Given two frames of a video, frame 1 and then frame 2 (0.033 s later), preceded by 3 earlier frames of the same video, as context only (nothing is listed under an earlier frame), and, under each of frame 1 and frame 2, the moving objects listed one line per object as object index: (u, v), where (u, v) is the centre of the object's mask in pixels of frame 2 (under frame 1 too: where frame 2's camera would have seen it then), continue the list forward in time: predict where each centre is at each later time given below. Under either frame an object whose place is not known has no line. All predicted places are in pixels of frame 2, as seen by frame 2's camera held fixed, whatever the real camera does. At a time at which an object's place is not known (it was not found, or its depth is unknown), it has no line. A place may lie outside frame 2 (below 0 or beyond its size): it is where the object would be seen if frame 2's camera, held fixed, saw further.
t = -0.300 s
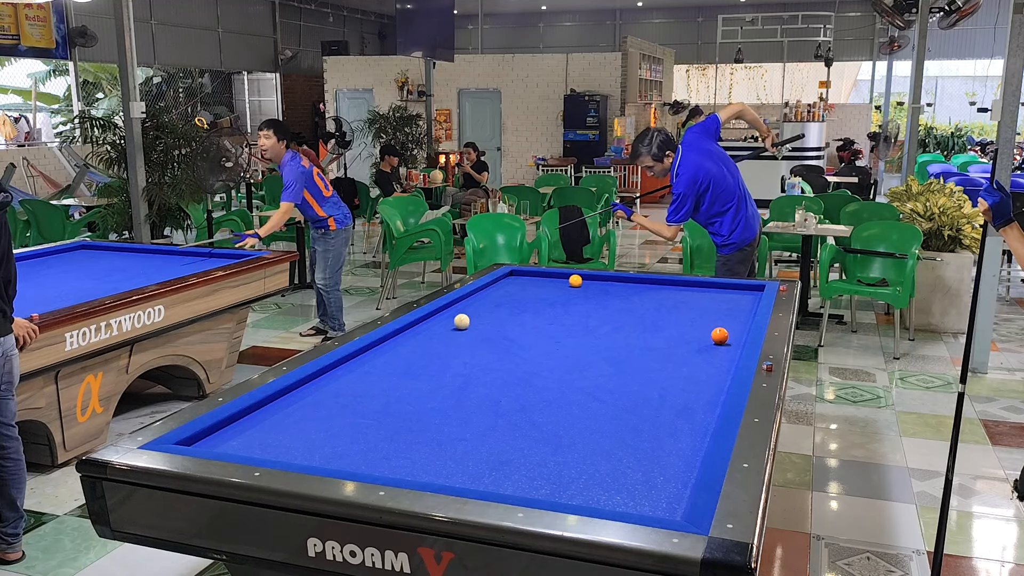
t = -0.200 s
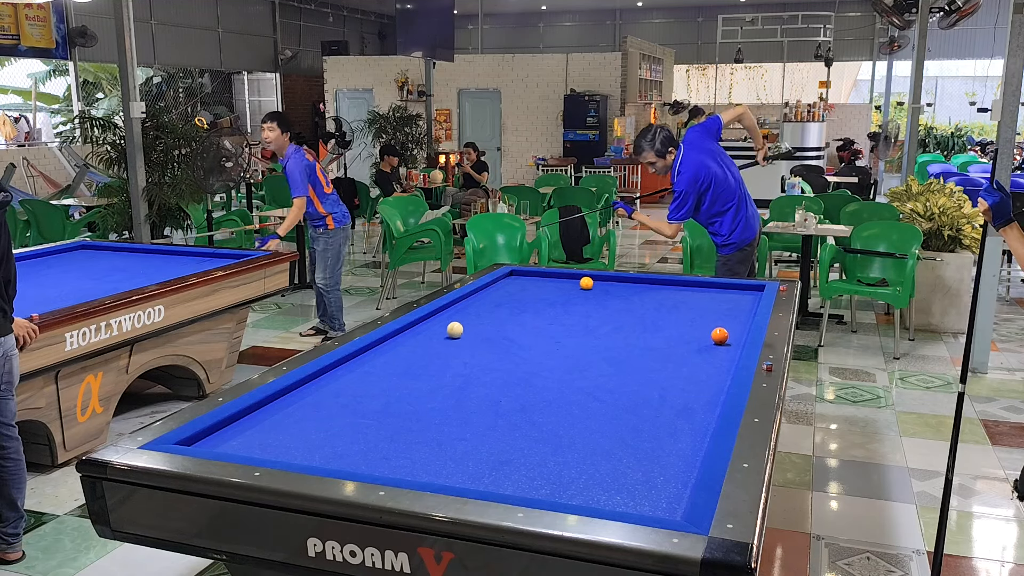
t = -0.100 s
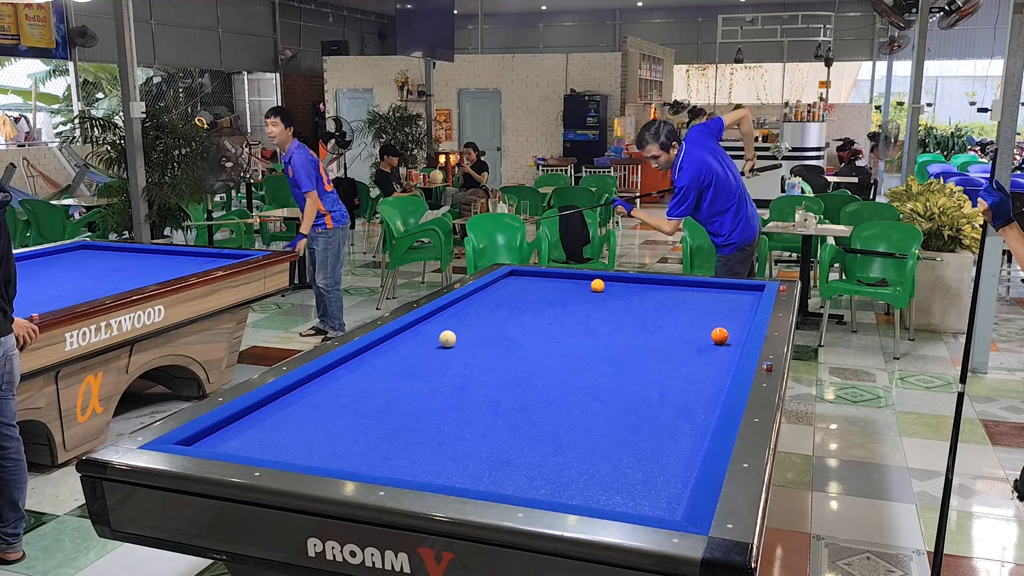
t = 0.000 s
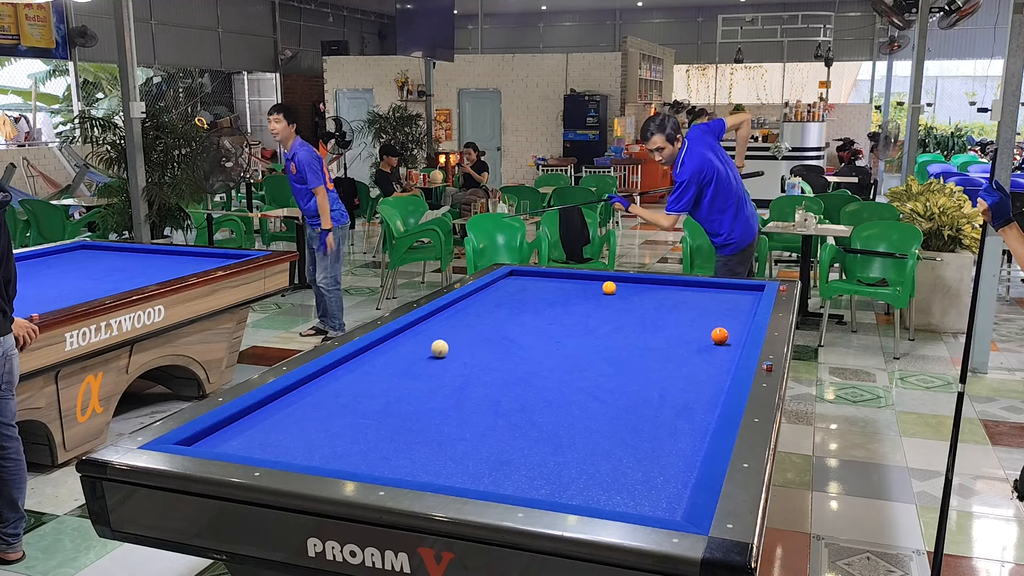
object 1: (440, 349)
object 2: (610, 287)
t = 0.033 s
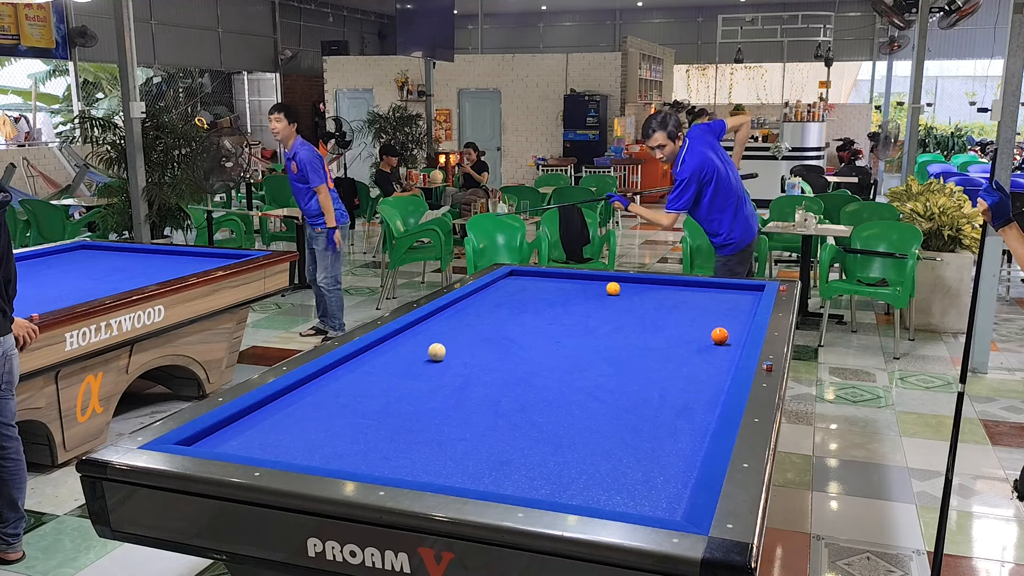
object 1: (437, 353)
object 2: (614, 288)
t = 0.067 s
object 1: (434, 356)
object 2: (618, 289)
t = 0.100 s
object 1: (431, 360)
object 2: (622, 290)
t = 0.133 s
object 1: (428, 363)
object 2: (626, 291)
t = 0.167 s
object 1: (425, 367)
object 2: (630, 292)
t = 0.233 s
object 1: (418, 375)
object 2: (638, 293)
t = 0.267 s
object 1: (415, 379)
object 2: (641, 294)
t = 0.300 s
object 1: (411, 384)
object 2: (646, 295)
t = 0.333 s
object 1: (408, 388)
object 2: (649, 296)
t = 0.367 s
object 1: (404, 393)
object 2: (654, 297)
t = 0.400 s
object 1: (400, 397)
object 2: (658, 298)
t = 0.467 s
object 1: (392, 407)
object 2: (666, 300)
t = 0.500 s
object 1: (388, 412)
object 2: (671, 300)
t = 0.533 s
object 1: (383, 418)
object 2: (675, 301)
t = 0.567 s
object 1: (379, 423)
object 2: (679, 302)
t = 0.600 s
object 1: (374, 429)
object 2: (683, 303)
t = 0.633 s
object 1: (369, 435)
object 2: (688, 304)
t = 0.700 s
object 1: (359, 447)
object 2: (697, 306)
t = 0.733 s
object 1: (354, 453)
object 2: (701, 307)
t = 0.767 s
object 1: (348, 459)
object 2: (706, 308)
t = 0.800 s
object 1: (343, 462)
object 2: (710, 309)
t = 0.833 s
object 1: (349, 462)
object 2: (715, 310)
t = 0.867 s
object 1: (359, 460)
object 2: (719, 311)
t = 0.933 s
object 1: (379, 454)
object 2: (729, 313)
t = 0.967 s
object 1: (387, 450)
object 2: (733, 314)
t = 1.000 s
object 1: (396, 447)
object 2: (738, 314)
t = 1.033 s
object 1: (403, 445)
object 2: (743, 315)
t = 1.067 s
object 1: (411, 442)
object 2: (748, 316)
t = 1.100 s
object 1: (419, 440)
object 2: (746, 317)
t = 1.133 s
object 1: (426, 437)
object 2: (742, 318)
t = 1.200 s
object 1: (440, 432)
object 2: (736, 319)
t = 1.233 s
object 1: (447, 430)
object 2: (733, 319)
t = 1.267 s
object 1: (454, 427)
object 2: (730, 319)
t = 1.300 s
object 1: (461, 425)
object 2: (727, 320)
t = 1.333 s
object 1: (467, 423)
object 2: (723, 320)
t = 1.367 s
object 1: (474, 421)
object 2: (721, 321)
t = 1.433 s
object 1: (486, 416)
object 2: (714, 322)
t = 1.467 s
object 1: (493, 414)
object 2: (711, 322)
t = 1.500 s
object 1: (499, 412)
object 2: (708, 323)
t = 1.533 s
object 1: (504, 410)
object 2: (705, 324)
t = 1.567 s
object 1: (511, 408)
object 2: (702, 324)
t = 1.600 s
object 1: (516, 406)
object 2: (699, 325)
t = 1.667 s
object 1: (528, 402)
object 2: (693, 326)
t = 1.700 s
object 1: (533, 400)
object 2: (690, 327)
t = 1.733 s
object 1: (539, 399)
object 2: (687, 327)
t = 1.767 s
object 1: (544, 397)
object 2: (684, 328)
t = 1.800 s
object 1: (549, 395)
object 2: (681, 328)
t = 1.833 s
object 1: (554, 393)
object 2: (678, 329)
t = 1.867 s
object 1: (560, 391)
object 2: (674, 329)
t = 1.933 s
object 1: (570, 388)
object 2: (668, 330)
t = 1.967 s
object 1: (574, 386)
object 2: (665, 331)
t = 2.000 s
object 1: (579, 385)
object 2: (662, 331)
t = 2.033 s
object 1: (584, 383)
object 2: (659, 332)
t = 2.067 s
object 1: (588, 381)
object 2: (656, 333)
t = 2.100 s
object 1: (593, 380)
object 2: (653, 333)
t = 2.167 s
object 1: (602, 377)
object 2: (647, 334)
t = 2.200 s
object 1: (607, 375)
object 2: (643, 335)
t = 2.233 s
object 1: (611, 374)
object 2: (640, 335)
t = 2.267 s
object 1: (615, 372)
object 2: (637, 336)
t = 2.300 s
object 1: (620, 371)
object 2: (634, 336)
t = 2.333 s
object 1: (623, 369)
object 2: (631, 337)
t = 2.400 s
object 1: (632, 367)
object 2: (624, 338)
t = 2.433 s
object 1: (636, 365)
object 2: (621, 338)
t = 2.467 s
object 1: (640, 364)
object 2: (618, 339)
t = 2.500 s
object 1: (644, 363)
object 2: (615, 340)
